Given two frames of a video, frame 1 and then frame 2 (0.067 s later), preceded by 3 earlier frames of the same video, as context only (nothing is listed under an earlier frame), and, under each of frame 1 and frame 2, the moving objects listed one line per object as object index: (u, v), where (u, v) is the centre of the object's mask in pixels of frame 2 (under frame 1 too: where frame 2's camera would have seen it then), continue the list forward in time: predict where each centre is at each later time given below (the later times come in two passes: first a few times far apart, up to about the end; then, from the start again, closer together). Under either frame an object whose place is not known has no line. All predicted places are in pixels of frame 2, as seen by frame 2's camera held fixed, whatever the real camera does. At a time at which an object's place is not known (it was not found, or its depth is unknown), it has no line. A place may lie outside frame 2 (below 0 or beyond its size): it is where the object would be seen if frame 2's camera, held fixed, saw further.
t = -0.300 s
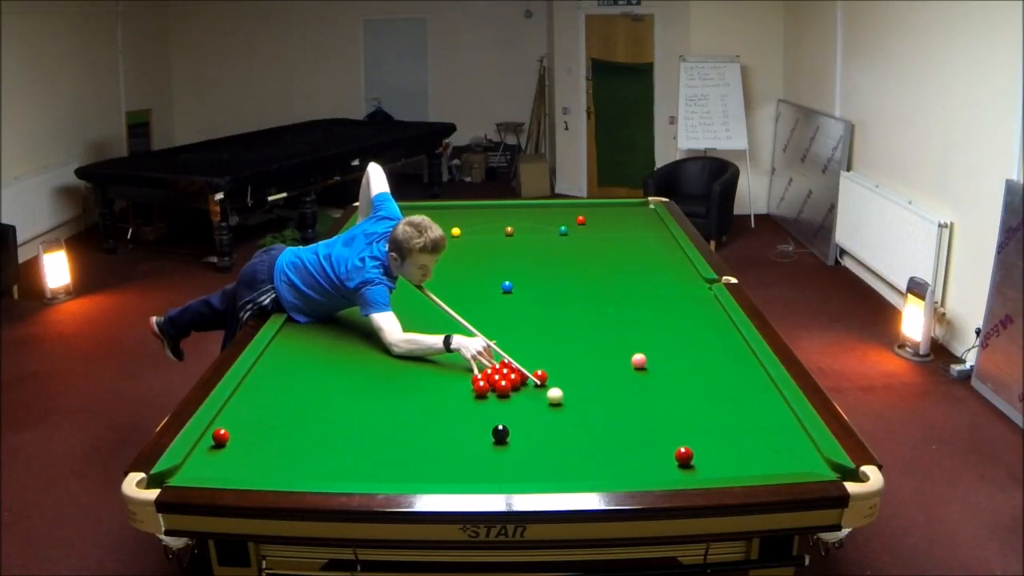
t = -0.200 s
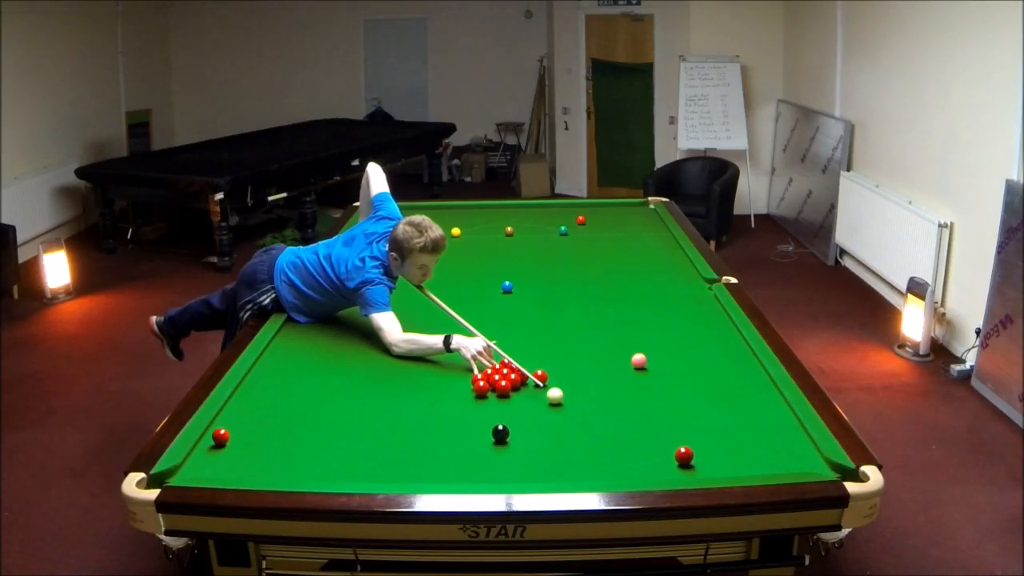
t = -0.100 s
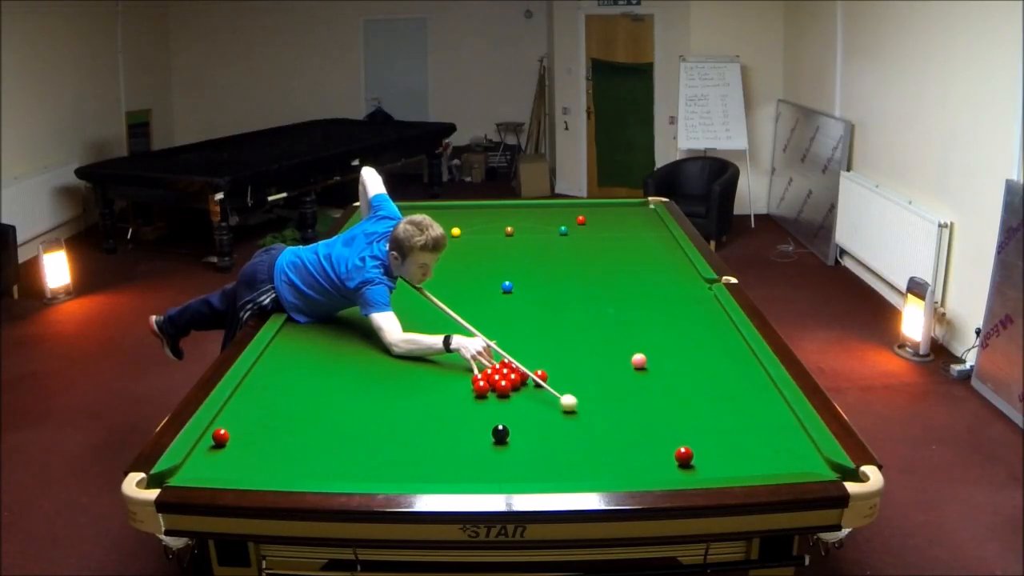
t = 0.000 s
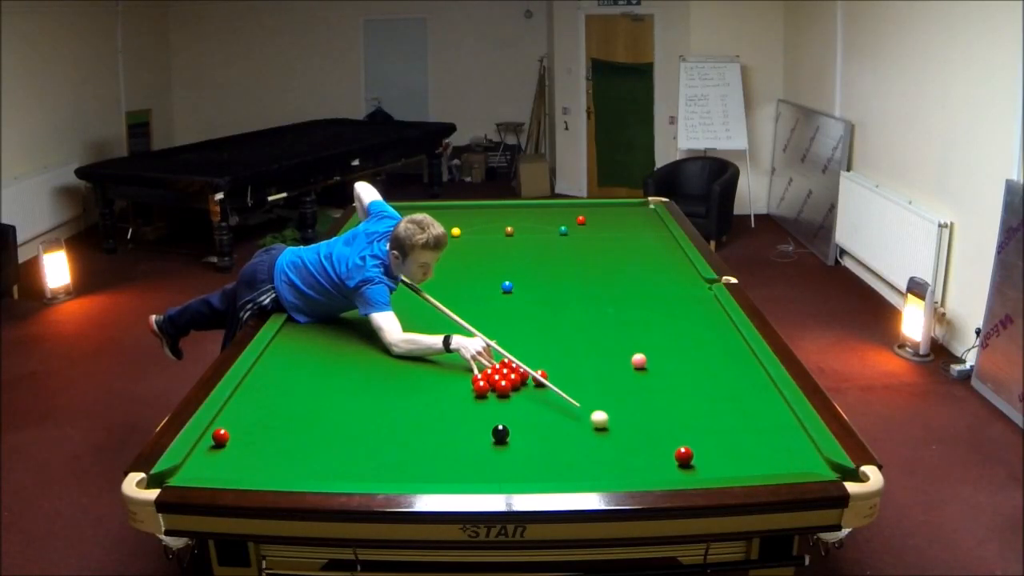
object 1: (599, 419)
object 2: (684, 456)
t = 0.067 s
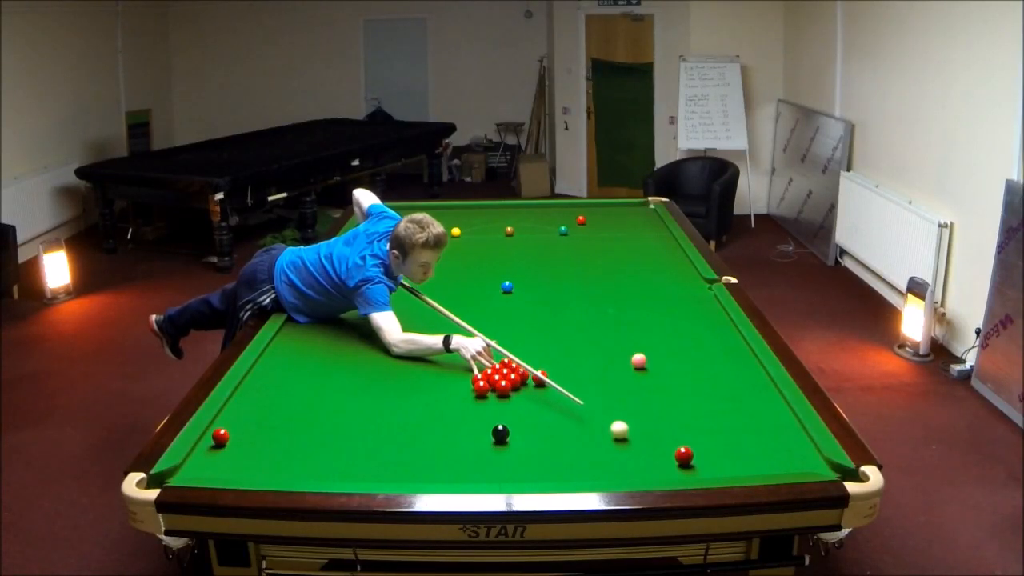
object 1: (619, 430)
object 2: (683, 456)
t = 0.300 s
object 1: (665, 468)
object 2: (713, 458)
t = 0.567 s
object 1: (657, 457)
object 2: (777, 463)
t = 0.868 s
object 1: (643, 434)
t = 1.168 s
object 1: (632, 413)
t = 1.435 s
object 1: (622, 397)
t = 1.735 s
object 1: (613, 382)
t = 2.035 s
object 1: (605, 368)
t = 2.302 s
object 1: (599, 357)
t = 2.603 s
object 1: (593, 347)
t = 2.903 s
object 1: (587, 338)
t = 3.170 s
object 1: (582, 330)
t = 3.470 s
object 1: (578, 323)
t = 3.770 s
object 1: (574, 317)
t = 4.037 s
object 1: (571, 312)
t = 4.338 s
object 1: (568, 307)
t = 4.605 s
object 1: (566, 304)
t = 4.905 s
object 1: (564, 300)
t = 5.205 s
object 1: (562, 297)
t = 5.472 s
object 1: (561, 295)
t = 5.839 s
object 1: (559, 291)
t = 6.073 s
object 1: (559, 292)
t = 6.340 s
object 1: (558, 291)
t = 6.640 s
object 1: (558, 291)
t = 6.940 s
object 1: (557, 290)
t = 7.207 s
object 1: (557, 290)
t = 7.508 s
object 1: (557, 290)
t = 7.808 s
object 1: (557, 290)
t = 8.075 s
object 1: (557, 290)
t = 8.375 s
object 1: (557, 290)
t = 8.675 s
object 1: (557, 290)
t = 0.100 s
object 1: (630, 435)
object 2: (684, 456)
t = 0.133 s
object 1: (640, 441)
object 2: (684, 456)
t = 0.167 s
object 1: (650, 447)
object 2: (684, 456)
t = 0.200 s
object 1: (661, 452)
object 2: (684, 456)
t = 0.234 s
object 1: (664, 457)
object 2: (692, 456)
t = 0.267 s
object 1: (664, 462)
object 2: (703, 457)
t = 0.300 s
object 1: (665, 468)
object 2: (713, 458)
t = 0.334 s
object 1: (666, 471)
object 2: (722, 459)
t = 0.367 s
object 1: (668, 474)
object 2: (730, 460)
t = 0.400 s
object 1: (666, 471)
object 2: (739, 460)
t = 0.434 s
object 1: (664, 469)
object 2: (746, 461)
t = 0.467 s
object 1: (662, 466)
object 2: (754, 462)
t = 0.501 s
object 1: (660, 463)
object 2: (762, 462)
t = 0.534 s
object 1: (658, 460)
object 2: (770, 463)
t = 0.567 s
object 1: (657, 457)
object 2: (777, 463)
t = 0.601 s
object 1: (655, 454)
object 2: (785, 464)
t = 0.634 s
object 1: (654, 451)
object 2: (793, 464)
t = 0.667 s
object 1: (652, 449)
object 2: (800, 464)
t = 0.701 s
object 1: (651, 446)
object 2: (808, 464)
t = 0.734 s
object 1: (649, 444)
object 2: (816, 465)
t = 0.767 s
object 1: (648, 441)
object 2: (823, 466)
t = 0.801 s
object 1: (646, 438)
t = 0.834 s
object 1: (645, 436)
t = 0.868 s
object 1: (643, 434)
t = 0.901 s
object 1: (642, 431)
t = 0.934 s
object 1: (641, 429)
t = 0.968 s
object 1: (639, 426)
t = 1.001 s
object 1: (638, 424)
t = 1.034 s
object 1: (637, 422)
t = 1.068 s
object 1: (635, 420)
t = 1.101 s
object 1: (634, 418)
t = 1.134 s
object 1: (633, 416)
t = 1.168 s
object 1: (632, 413)
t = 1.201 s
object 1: (631, 411)
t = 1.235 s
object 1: (629, 409)
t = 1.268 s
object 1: (628, 407)
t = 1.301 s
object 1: (627, 405)
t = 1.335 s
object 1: (626, 403)
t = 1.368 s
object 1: (625, 401)
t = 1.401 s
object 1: (624, 399)
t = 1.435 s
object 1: (622, 397)
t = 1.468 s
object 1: (621, 396)
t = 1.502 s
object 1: (620, 394)
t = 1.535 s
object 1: (619, 392)
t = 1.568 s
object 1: (618, 390)
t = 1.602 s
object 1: (617, 388)
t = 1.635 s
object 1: (616, 387)
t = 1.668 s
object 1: (615, 385)
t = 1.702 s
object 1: (614, 383)
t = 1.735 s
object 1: (613, 382)
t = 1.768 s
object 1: (612, 380)
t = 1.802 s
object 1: (611, 378)
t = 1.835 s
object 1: (610, 377)
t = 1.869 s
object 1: (610, 375)
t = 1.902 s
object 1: (609, 374)
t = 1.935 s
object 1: (608, 372)
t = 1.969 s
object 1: (607, 371)
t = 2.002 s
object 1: (606, 369)
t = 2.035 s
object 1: (605, 368)
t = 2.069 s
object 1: (604, 367)
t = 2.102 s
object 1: (604, 365)
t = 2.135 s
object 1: (603, 364)
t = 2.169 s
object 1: (602, 363)
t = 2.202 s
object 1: (601, 361)
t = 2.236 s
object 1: (600, 360)
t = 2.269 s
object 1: (600, 359)
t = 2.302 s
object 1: (599, 357)
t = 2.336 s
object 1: (598, 356)
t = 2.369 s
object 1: (597, 355)
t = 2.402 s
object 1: (597, 354)
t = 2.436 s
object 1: (596, 353)
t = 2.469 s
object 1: (595, 352)
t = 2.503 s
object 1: (594, 350)
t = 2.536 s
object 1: (594, 349)
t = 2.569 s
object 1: (593, 348)
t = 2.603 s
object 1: (593, 347)
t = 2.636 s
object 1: (592, 346)
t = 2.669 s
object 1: (591, 345)
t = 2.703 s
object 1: (591, 344)
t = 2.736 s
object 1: (590, 343)
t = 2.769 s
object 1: (589, 342)
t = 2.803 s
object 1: (589, 341)
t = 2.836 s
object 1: (588, 340)
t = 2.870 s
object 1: (588, 339)
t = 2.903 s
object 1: (587, 338)
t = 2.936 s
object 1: (586, 336)
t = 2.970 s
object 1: (586, 336)
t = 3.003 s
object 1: (585, 335)
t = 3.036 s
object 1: (585, 334)
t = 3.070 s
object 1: (584, 333)
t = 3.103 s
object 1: (583, 332)
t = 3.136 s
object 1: (583, 331)
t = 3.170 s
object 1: (582, 330)
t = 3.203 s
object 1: (582, 330)
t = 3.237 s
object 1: (581, 329)
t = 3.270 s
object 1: (581, 328)
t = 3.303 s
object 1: (580, 327)
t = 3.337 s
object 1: (580, 326)
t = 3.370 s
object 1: (579, 326)
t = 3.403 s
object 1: (579, 325)
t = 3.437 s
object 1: (578, 324)
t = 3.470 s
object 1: (578, 323)
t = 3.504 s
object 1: (578, 323)
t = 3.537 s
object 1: (577, 322)
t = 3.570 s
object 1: (577, 321)
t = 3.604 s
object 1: (576, 320)
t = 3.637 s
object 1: (576, 320)
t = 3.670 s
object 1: (576, 319)
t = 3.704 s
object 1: (575, 318)
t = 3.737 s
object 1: (575, 318)
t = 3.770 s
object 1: (574, 317)
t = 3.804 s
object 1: (574, 316)
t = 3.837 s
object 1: (573, 316)
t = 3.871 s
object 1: (573, 315)
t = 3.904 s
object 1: (572, 314)
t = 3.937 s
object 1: (572, 314)
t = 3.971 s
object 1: (572, 313)
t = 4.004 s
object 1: (571, 313)
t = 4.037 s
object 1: (571, 312)
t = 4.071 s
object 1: (571, 311)
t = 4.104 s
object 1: (570, 311)
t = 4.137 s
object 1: (570, 310)
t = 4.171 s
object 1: (570, 310)
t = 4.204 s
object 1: (569, 309)
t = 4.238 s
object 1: (569, 309)
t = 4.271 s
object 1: (569, 308)
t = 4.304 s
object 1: (569, 308)
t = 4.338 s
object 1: (568, 307)
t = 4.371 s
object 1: (568, 307)
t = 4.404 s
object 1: (568, 306)
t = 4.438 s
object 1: (568, 306)
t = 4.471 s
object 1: (567, 305)
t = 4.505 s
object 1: (567, 305)
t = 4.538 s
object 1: (567, 305)
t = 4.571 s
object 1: (567, 304)
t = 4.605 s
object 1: (566, 304)
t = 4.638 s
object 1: (566, 303)
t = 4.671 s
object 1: (566, 303)
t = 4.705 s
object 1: (566, 302)
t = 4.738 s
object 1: (565, 302)
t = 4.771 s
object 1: (565, 302)
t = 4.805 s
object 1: (565, 301)
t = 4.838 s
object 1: (564, 301)
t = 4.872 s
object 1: (564, 300)
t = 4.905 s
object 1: (564, 300)
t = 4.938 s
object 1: (564, 300)
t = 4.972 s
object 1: (564, 299)
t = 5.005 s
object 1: (563, 299)
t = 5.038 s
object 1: (563, 299)
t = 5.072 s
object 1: (563, 298)
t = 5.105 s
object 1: (563, 298)
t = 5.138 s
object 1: (563, 298)
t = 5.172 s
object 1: (563, 297)
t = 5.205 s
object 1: (562, 297)
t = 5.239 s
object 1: (562, 297)
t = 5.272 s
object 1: (562, 297)
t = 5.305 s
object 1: (562, 296)
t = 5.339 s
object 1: (562, 296)
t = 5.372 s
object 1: (562, 296)
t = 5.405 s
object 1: (561, 295)
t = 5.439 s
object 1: (561, 295)
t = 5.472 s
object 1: (561, 295)
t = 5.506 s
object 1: (561, 295)
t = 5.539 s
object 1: (561, 294)
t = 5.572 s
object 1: (561, 294)
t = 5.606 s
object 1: (561, 294)
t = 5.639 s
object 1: (560, 294)
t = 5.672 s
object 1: (562, 294)
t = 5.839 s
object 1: (559, 291)
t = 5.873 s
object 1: (559, 292)
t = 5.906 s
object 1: (559, 292)
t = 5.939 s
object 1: (559, 292)
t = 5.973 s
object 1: (559, 292)
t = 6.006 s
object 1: (559, 292)
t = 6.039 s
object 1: (559, 292)
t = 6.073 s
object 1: (559, 292)
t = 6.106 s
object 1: (559, 292)
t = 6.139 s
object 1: (559, 291)
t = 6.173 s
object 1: (559, 291)
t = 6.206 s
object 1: (559, 291)
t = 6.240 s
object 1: (558, 291)
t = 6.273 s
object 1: (558, 291)
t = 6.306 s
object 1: (558, 291)
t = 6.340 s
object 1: (558, 291)
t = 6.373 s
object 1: (558, 291)
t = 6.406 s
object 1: (558, 291)
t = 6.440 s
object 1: (558, 291)
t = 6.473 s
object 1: (558, 291)
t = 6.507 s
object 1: (558, 291)
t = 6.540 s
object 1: (558, 291)
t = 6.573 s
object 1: (558, 291)
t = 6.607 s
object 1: (558, 291)
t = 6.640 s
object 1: (558, 291)
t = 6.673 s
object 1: (558, 291)
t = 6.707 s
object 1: (558, 291)
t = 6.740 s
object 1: (557, 290)
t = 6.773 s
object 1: (557, 290)
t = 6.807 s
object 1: (557, 290)
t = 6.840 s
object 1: (557, 290)
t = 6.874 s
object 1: (557, 290)
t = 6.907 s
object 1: (557, 290)
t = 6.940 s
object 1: (557, 290)
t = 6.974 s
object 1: (557, 290)
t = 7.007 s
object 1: (557, 290)
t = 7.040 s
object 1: (557, 290)
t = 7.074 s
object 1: (557, 290)
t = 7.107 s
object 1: (557, 290)
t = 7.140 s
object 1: (557, 290)
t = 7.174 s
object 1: (557, 290)
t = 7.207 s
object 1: (557, 290)
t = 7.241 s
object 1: (557, 290)
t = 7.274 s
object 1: (557, 290)
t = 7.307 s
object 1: (557, 290)
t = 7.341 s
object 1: (557, 290)
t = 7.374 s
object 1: (557, 290)
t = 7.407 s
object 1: (557, 290)
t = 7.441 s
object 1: (557, 290)
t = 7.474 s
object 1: (557, 290)
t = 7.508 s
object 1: (557, 290)
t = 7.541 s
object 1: (557, 290)
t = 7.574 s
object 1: (557, 290)
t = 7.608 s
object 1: (557, 290)
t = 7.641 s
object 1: (557, 290)
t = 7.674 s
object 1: (557, 290)
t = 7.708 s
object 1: (557, 290)
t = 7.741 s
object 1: (557, 290)
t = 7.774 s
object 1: (557, 290)
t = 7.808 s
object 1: (557, 290)
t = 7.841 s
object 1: (557, 290)
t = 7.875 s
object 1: (557, 290)
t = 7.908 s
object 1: (557, 290)
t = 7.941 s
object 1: (557, 290)
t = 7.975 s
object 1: (557, 290)
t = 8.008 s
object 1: (557, 290)
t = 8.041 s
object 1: (557, 290)
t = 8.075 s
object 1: (557, 290)
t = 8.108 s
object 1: (557, 290)
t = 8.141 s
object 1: (557, 290)
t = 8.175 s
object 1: (557, 290)
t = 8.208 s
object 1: (557, 290)
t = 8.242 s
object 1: (557, 290)
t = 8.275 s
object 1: (557, 290)
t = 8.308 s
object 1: (557, 290)
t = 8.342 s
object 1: (557, 290)
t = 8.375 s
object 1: (557, 290)
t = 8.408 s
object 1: (557, 290)
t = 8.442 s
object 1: (557, 290)
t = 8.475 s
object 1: (557, 290)
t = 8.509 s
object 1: (557, 290)
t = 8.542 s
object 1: (557, 290)
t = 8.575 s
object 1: (557, 290)
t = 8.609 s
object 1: (557, 290)
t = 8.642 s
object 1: (557, 290)
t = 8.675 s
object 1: (557, 290)
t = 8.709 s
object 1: (557, 290)
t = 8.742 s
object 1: (557, 290)
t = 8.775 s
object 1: (557, 290)
